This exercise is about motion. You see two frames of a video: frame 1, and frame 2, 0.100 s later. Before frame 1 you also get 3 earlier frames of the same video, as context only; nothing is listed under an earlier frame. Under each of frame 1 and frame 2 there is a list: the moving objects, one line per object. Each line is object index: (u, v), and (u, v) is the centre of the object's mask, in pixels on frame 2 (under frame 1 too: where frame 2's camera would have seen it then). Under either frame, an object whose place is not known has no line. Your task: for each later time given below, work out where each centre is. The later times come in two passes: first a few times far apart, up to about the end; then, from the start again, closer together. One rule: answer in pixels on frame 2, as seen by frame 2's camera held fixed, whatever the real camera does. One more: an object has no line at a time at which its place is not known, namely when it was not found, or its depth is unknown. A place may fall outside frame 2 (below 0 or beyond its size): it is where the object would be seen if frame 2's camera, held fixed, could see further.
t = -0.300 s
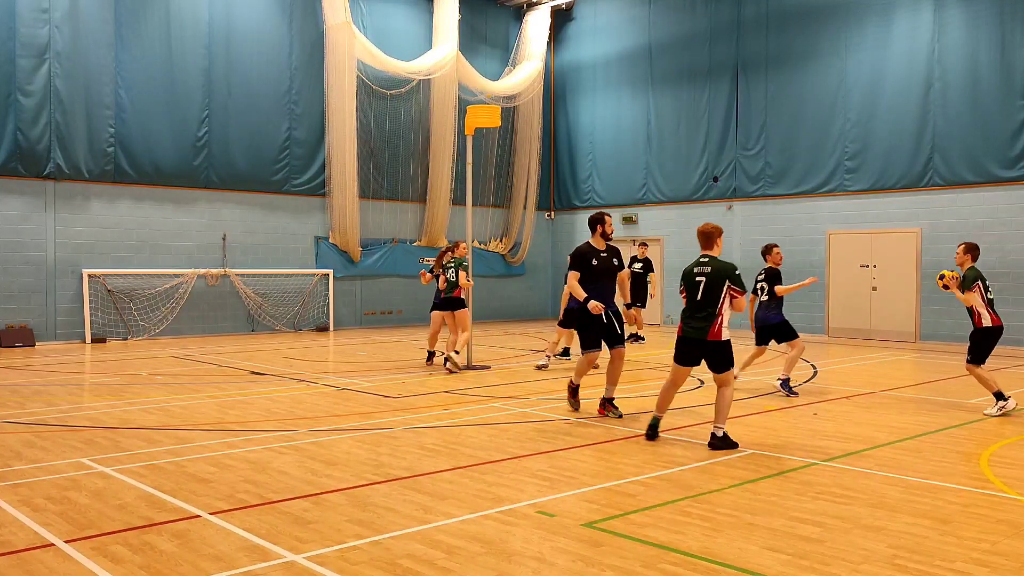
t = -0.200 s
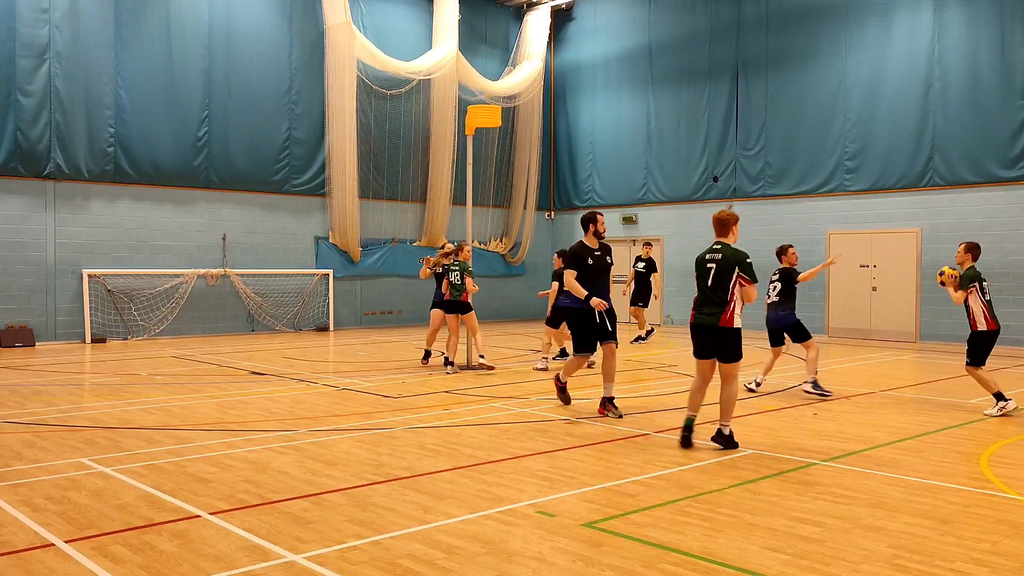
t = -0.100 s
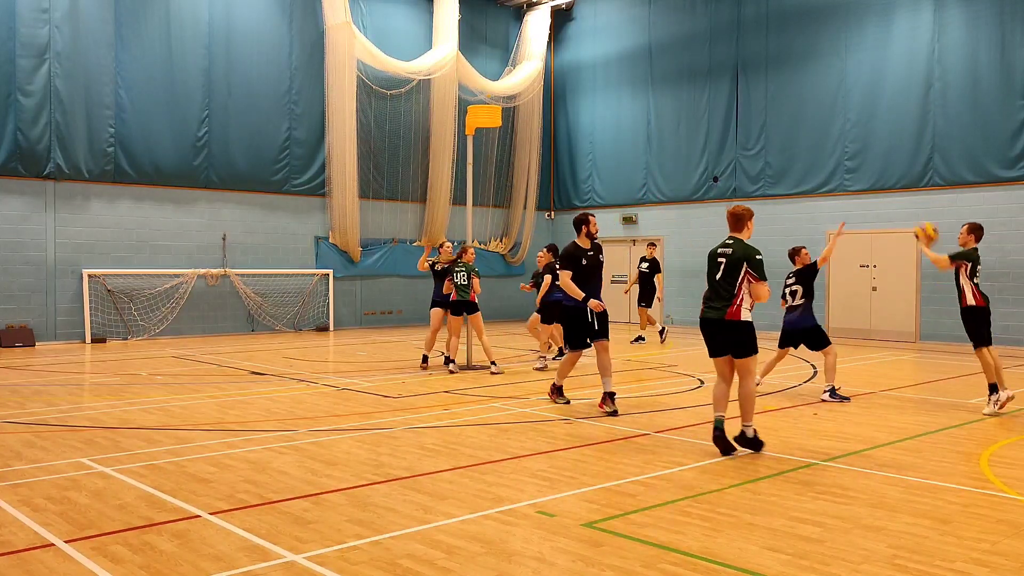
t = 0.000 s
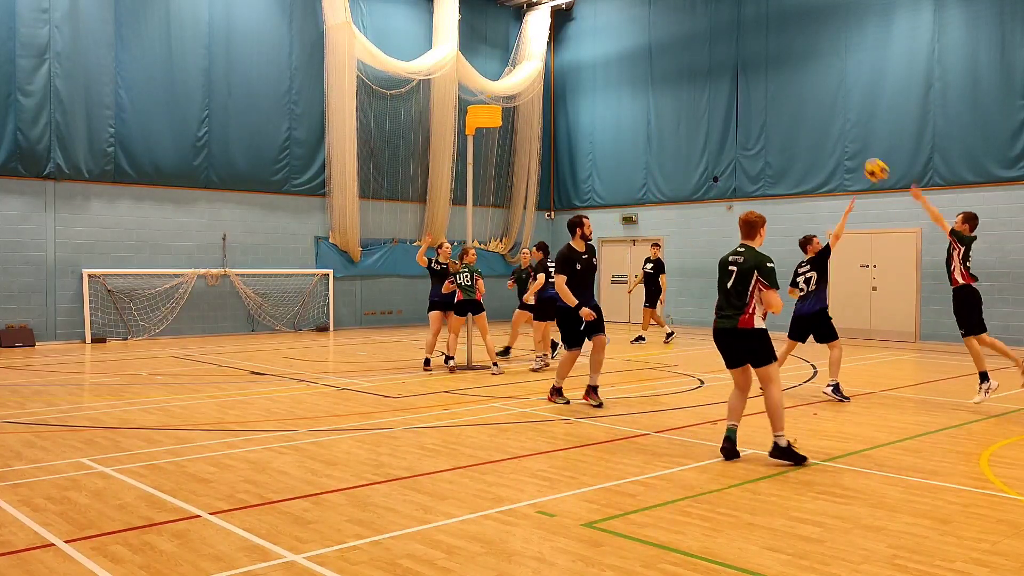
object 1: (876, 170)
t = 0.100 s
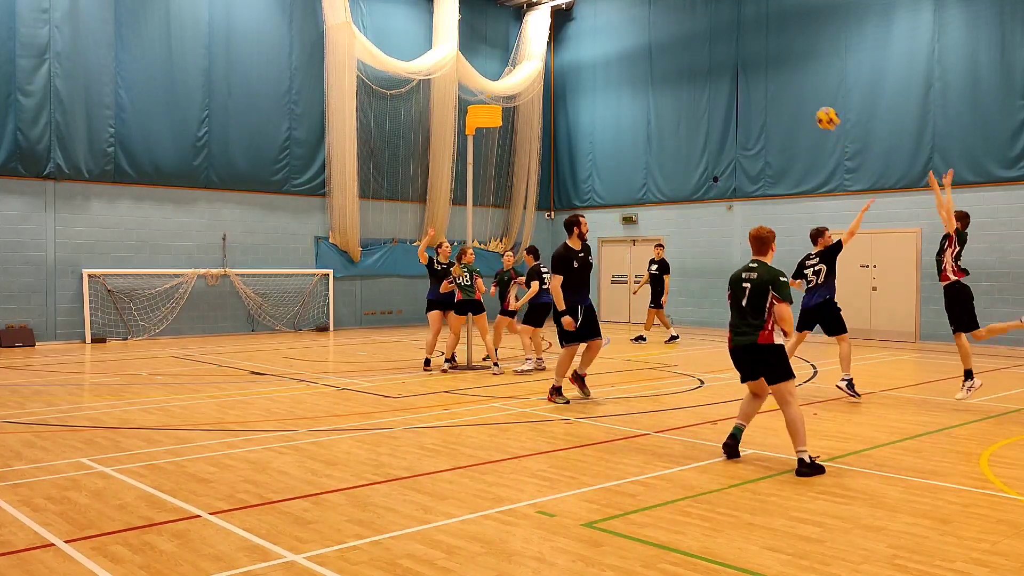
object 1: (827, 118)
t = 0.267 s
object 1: (754, 59)
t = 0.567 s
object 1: (638, 21)
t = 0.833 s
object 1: (550, 51)
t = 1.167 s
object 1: (483, 125)
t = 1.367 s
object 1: (485, 142)
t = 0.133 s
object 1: (812, 104)
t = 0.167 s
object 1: (798, 91)
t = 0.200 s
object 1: (783, 79)
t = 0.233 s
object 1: (768, 68)
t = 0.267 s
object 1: (754, 59)
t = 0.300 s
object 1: (740, 50)
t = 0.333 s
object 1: (726, 43)
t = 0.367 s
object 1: (713, 37)
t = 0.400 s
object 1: (700, 32)
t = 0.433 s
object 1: (687, 28)
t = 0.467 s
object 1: (674, 24)
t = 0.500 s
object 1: (662, 23)
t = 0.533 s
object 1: (650, 22)
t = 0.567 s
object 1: (638, 21)
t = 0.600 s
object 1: (626, 22)
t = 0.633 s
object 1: (615, 24)
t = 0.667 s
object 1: (603, 26)
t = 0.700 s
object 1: (593, 30)
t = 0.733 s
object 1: (582, 34)
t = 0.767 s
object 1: (571, 39)
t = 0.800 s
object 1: (561, 45)
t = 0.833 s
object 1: (550, 51)
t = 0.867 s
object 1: (540, 58)
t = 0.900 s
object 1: (530, 67)
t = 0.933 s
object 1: (520, 76)
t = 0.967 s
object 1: (511, 85)
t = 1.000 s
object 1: (500, 96)
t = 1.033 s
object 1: (492, 100)
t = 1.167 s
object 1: (483, 125)
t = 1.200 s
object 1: (489, 126)
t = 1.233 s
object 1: (488, 127)
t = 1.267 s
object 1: (487, 129)
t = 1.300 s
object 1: (486, 133)
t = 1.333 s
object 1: (486, 136)
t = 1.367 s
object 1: (485, 142)
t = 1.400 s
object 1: (484, 148)
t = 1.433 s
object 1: (484, 155)
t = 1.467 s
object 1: (483, 163)
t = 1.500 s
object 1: (482, 171)
